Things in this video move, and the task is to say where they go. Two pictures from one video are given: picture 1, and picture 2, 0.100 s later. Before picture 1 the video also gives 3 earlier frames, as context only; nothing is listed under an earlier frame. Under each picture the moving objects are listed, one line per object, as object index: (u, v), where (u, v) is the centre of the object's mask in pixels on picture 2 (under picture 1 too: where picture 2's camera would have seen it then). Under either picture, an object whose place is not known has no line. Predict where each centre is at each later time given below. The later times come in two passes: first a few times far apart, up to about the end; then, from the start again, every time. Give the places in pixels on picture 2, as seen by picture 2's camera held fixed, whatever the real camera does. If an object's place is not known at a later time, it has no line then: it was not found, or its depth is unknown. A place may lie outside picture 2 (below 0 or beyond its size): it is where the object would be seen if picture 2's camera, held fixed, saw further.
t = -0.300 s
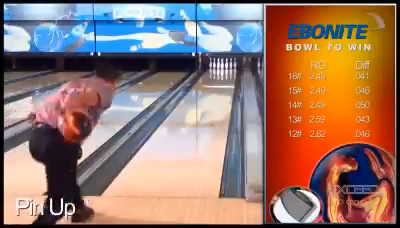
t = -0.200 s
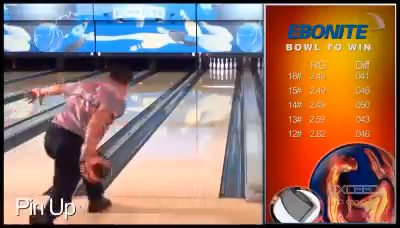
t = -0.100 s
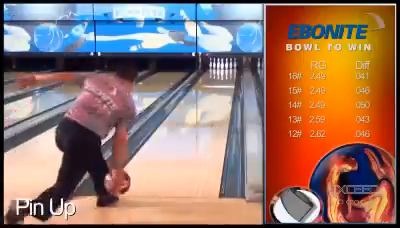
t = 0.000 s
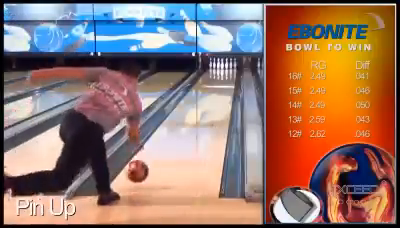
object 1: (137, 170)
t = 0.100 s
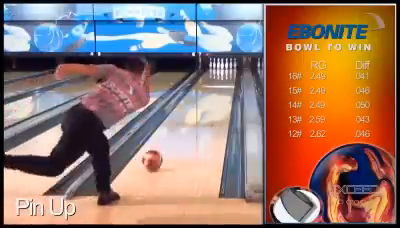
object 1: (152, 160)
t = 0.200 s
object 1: (164, 147)
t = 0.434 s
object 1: (184, 125)
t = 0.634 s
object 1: (196, 111)
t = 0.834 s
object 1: (205, 101)
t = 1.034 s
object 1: (212, 94)
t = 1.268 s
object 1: (218, 88)
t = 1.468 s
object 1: (221, 83)
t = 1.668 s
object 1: (226, 77)
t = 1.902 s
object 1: (226, 74)
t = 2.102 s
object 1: (226, 73)
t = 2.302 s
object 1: (226, 72)
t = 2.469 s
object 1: (223, 71)
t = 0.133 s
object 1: (157, 156)
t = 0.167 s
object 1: (160, 151)
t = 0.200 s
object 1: (164, 147)
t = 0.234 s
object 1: (168, 143)
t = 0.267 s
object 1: (171, 140)
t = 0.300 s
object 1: (174, 136)
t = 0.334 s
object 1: (177, 133)
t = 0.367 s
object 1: (180, 130)
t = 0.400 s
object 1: (182, 127)
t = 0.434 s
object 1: (184, 125)
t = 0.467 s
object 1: (187, 122)
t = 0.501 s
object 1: (189, 120)
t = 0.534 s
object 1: (191, 117)
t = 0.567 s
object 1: (193, 116)
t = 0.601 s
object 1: (195, 114)
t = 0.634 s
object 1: (196, 111)
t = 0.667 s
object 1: (198, 109)
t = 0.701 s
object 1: (200, 108)
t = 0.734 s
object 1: (201, 106)
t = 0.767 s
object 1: (203, 104)
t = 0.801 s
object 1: (204, 102)
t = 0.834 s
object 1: (205, 101)
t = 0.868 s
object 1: (207, 100)
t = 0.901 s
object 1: (208, 98)
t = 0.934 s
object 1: (209, 97)
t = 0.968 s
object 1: (210, 96)
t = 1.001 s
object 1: (211, 95)
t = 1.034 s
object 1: (212, 94)
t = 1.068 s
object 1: (213, 93)
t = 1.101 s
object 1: (214, 91)
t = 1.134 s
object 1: (215, 91)
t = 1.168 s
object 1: (216, 90)
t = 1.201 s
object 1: (217, 89)
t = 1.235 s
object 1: (217, 88)
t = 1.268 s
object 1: (218, 88)
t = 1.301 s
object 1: (219, 86)
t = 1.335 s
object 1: (219, 85)
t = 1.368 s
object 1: (220, 84)
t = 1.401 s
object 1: (220, 84)
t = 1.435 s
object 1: (221, 82)
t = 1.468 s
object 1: (221, 83)
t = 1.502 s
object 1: (222, 82)
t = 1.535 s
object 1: (222, 81)
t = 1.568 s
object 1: (223, 81)
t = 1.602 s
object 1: (224, 79)
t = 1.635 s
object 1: (225, 78)
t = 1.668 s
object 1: (226, 77)
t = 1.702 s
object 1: (225, 76)
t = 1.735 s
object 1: (225, 76)
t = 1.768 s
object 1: (225, 75)
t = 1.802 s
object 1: (226, 75)
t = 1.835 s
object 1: (226, 75)
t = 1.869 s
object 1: (227, 75)
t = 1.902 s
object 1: (226, 74)
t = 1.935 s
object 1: (226, 74)
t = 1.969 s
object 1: (226, 74)
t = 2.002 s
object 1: (226, 74)
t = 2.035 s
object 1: (227, 74)
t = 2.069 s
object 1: (226, 73)
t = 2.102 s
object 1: (226, 73)
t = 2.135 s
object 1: (226, 73)
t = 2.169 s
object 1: (226, 73)
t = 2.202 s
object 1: (226, 72)
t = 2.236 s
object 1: (226, 73)
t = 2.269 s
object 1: (226, 73)
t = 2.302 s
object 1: (226, 72)
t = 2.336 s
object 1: (225, 72)
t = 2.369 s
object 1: (223, 71)
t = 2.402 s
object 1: (223, 70)
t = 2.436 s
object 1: (222, 70)
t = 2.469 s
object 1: (223, 71)
